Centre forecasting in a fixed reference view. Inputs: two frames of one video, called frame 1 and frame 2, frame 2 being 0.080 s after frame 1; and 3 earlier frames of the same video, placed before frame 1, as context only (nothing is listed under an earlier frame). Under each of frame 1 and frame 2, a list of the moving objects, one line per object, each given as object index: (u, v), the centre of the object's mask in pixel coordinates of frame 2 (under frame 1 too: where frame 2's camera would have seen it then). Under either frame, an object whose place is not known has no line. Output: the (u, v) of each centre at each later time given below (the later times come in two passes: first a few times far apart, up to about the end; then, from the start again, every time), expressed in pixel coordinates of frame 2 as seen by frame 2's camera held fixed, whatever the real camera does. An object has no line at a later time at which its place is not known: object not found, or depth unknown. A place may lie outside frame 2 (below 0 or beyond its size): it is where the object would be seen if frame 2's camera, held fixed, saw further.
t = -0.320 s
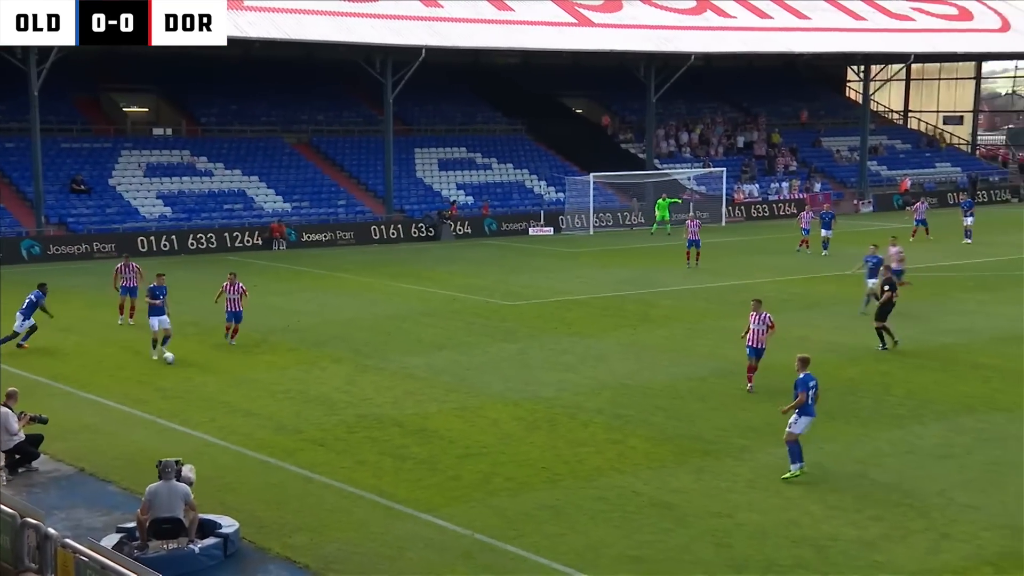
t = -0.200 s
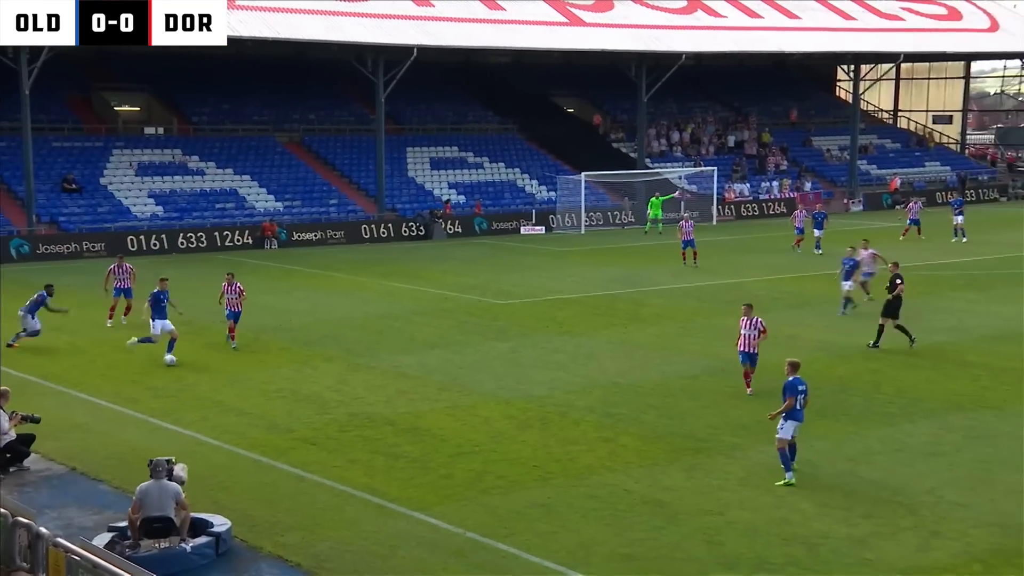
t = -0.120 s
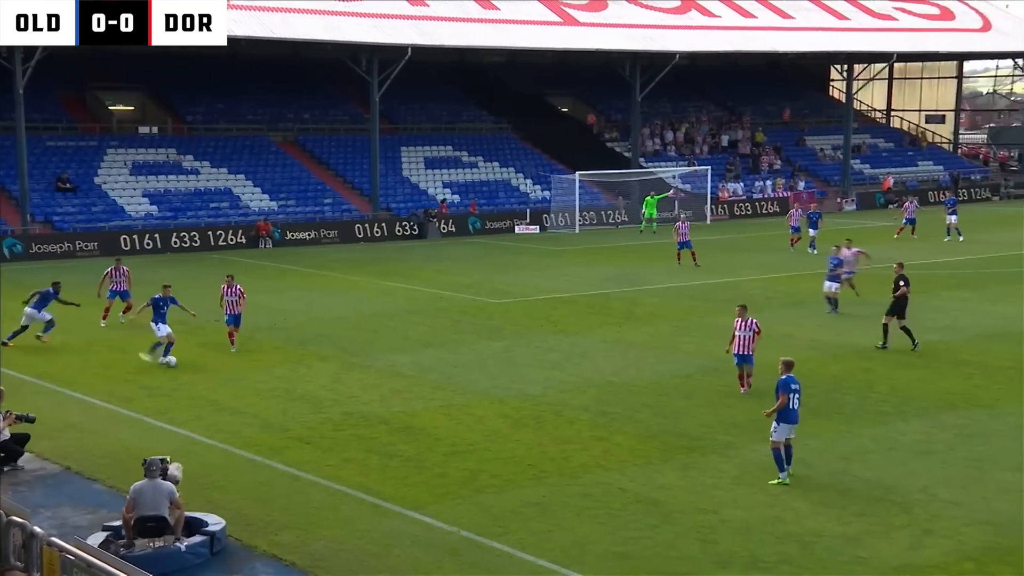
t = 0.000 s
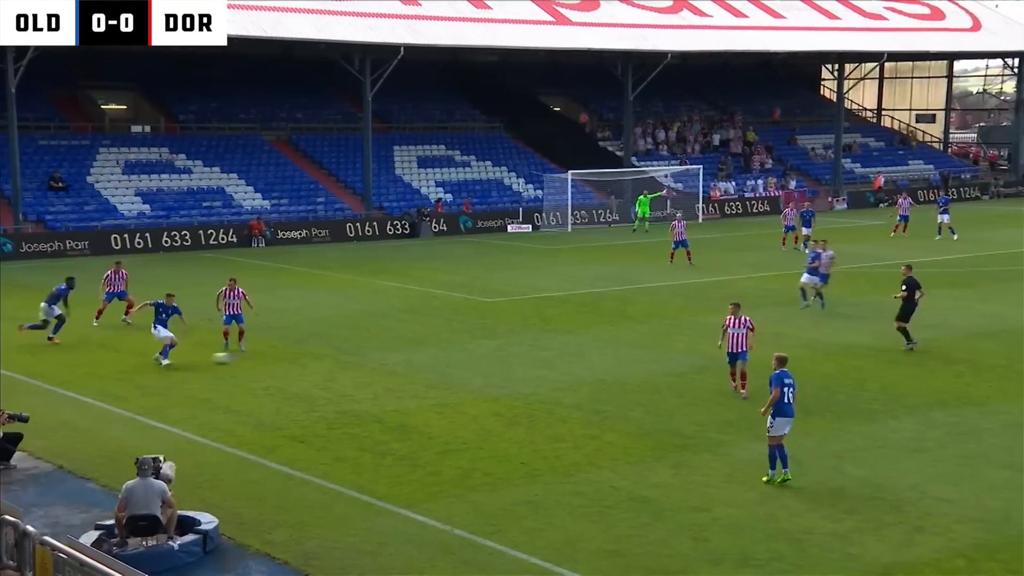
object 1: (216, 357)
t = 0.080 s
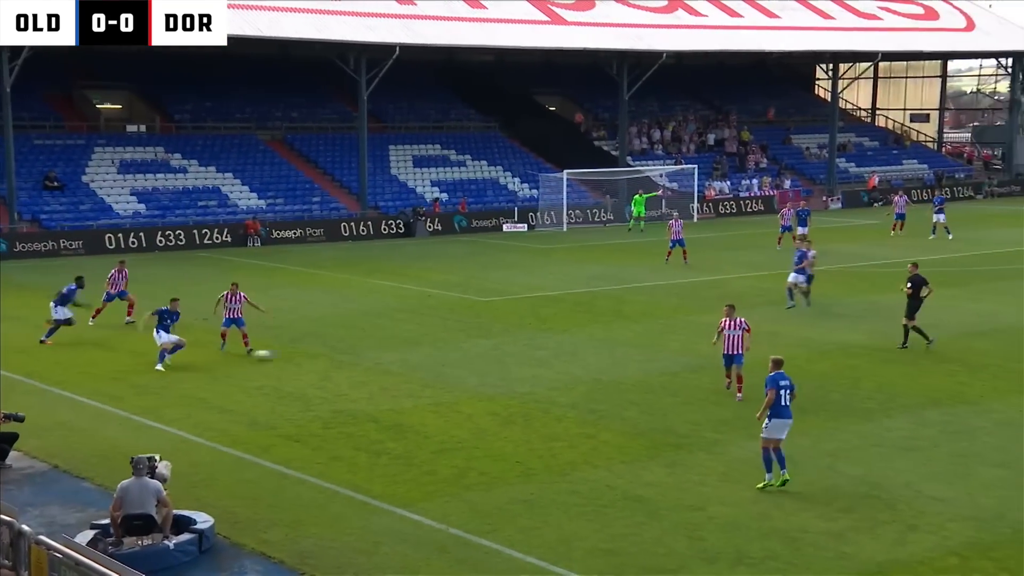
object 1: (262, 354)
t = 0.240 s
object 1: (344, 351)
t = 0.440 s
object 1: (431, 347)
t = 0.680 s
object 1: (514, 343)
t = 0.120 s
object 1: (284, 354)
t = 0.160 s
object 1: (305, 353)
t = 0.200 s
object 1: (325, 352)
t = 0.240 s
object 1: (344, 351)
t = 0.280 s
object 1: (362, 350)
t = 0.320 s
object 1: (380, 349)
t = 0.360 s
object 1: (398, 348)
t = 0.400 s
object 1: (415, 348)
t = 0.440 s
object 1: (431, 347)
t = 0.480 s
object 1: (446, 346)
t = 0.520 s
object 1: (460, 346)
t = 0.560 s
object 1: (474, 345)
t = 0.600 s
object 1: (489, 345)
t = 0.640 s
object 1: (501, 344)
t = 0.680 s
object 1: (514, 343)
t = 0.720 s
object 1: (526, 343)
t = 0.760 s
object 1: (538, 342)
